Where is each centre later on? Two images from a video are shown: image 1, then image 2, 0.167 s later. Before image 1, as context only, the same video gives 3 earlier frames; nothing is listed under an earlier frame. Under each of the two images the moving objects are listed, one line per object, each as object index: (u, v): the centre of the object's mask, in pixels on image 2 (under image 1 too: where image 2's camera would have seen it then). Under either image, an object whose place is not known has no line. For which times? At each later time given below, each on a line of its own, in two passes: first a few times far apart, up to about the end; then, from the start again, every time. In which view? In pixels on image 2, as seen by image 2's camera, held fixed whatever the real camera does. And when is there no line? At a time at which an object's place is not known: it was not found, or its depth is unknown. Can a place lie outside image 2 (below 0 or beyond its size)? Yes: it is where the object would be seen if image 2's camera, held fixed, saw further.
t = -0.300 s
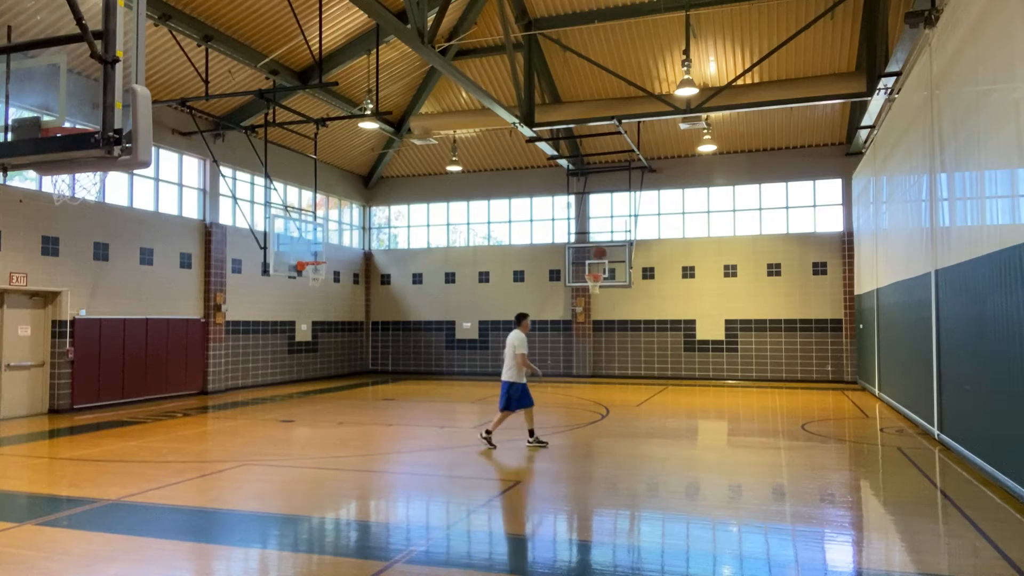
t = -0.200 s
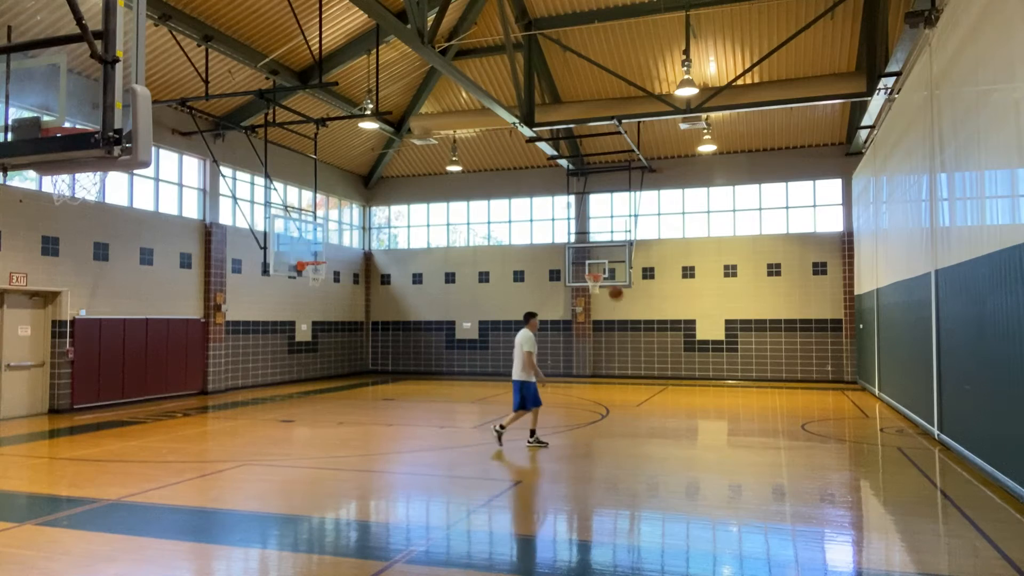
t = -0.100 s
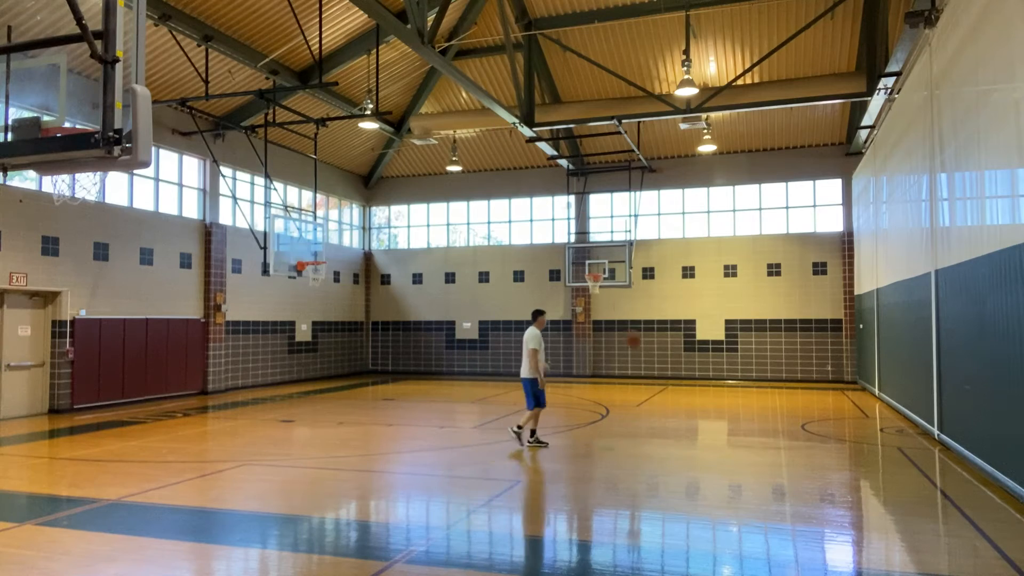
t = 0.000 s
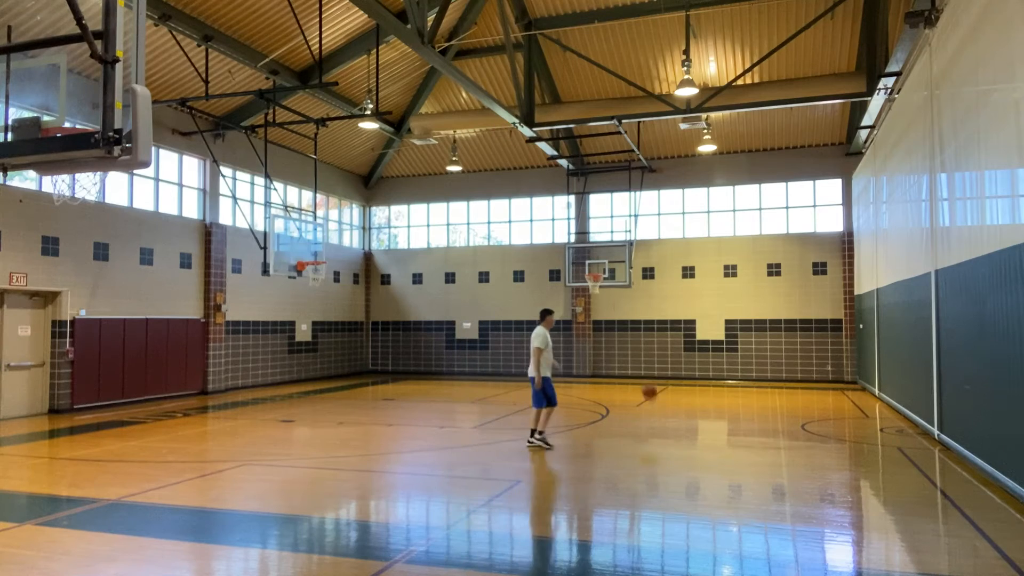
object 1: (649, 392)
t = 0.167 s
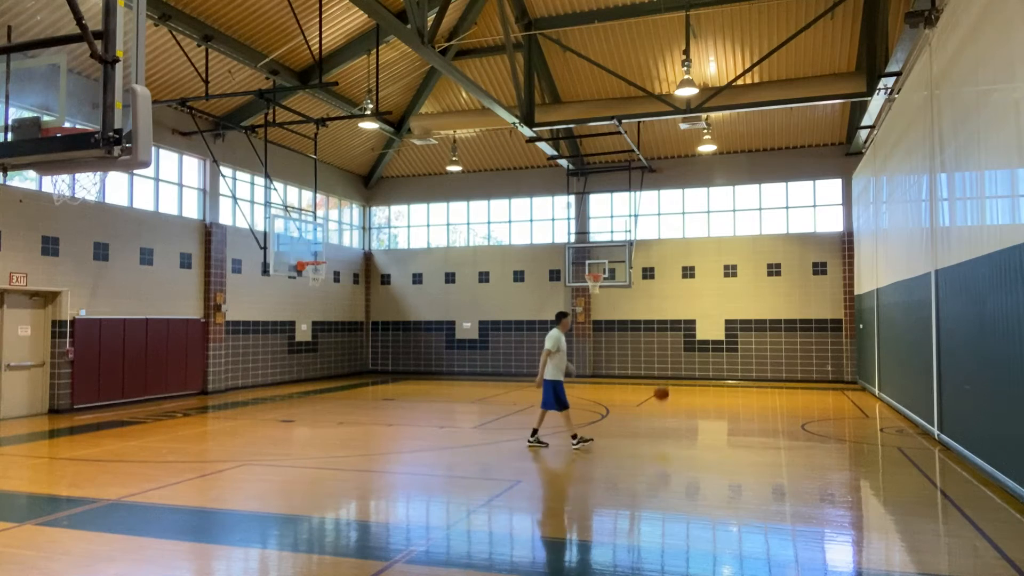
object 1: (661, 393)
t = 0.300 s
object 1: (661, 351)
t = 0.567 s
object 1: (662, 301)
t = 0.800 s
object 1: (664, 294)
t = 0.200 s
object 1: (661, 381)
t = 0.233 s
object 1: (661, 371)
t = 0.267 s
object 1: (662, 360)
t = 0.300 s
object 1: (661, 351)
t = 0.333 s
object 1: (662, 342)
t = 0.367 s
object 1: (662, 334)
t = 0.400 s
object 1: (662, 327)
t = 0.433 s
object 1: (662, 320)
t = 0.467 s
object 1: (662, 314)
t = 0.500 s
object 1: (662, 309)
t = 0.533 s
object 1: (662, 304)
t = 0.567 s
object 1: (662, 301)
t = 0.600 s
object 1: (663, 298)
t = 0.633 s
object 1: (663, 295)
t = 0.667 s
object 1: (663, 294)
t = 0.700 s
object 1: (663, 293)
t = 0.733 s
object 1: (663, 292)
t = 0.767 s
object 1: (663, 293)
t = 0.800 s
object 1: (664, 294)
